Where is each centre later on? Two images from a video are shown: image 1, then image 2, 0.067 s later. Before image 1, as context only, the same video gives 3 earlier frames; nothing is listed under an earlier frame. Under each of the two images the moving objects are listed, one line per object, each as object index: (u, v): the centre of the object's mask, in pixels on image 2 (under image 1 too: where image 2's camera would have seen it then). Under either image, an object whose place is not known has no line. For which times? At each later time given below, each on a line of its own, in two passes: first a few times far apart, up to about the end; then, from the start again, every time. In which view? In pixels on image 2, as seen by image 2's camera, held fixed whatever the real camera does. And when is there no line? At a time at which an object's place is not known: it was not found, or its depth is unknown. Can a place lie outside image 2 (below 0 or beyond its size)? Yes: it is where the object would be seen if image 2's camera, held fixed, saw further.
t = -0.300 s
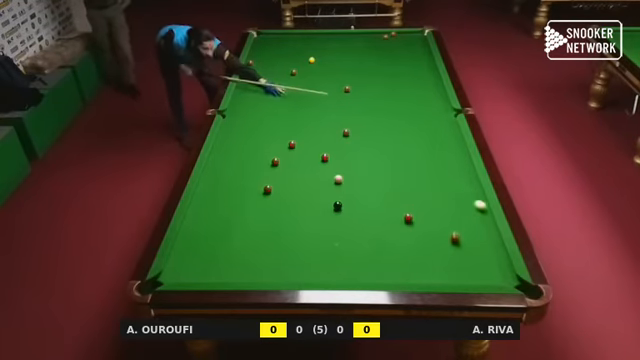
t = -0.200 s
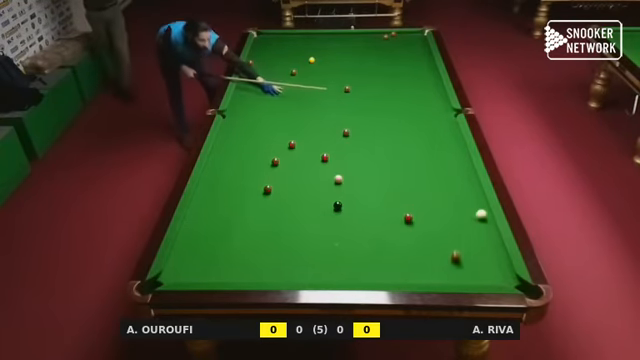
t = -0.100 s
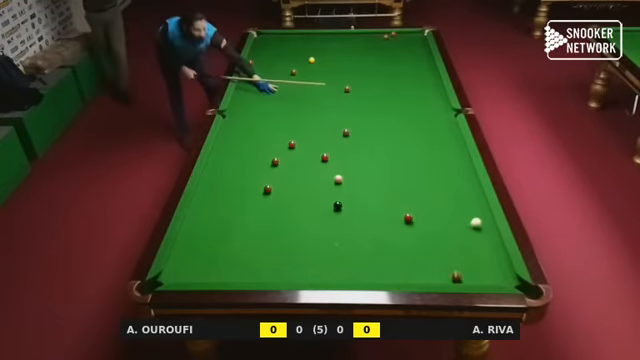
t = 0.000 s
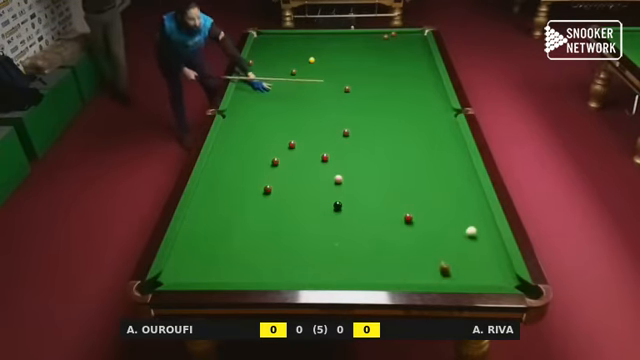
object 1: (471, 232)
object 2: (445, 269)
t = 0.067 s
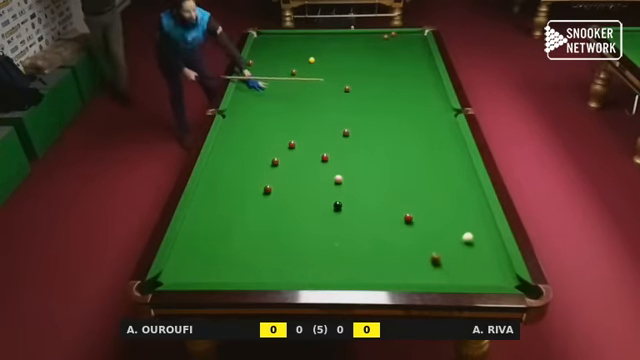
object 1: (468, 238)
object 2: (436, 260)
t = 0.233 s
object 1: (459, 254)
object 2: (415, 240)
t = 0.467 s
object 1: (447, 276)
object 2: (391, 215)
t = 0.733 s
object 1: (427, 266)
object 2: (367, 191)
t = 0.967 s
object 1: (411, 252)
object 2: (349, 173)
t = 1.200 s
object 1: (396, 239)
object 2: (332, 157)
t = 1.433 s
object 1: (382, 228)
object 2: (322, 142)
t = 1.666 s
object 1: (370, 218)
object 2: (312, 129)
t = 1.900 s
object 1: (359, 209)
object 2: (304, 117)
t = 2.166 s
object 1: (348, 199)
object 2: (295, 104)
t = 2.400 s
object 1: (339, 192)
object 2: (288, 94)
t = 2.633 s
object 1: (330, 185)
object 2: (282, 85)
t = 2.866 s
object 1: (323, 179)
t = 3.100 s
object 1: (316, 173)
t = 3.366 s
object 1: (309, 168)
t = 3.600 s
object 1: (304, 163)
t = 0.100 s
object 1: (466, 241)
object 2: (432, 256)
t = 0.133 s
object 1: (464, 244)
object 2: (427, 251)
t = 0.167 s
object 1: (463, 247)
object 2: (423, 247)
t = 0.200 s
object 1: (461, 251)
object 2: (419, 243)
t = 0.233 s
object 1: (459, 254)
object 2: (415, 240)
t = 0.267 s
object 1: (458, 257)
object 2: (412, 236)
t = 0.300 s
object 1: (456, 260)
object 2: (408, 232)
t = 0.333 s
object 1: (454, 264)
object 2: (405, 229)
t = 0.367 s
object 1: (452, 267)
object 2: (401, 225)
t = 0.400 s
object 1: (450, 270)
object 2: (398, 222)
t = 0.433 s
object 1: (449, 273)
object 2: (394, 218)
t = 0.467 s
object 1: (447, 276)
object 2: (391, 215)
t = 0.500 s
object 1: (445, 278)
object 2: (388, 212)
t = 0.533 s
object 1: (443, 277)
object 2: (385, 209)
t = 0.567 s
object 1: (440, 276)
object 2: (382, 206)
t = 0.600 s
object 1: (437, 275)
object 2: (378, 202)
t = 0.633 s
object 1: (435, 273)
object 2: (376, 199)
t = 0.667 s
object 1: (432, 270)
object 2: (373, 197)
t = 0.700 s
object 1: (429, 268)
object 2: (370, 194)
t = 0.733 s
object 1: (427, 266)
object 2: (367, 191)
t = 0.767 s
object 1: (424, 264)
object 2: (364, 188)
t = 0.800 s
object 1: (422, 262)
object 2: (361, 186)
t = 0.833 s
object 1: (420, 259)
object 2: (359, 183)
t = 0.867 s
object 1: (418, 258)
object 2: (356, 180)
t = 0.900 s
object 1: (415, 255)
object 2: (354, 178)
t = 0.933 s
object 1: (413, 254)
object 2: (351, 175)
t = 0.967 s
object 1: (411, 252)
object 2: (349, 173)
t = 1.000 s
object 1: (408, 250)
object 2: (346, 170)
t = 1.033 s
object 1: (406, 248)
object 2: (344, 168)
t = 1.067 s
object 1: (404, 246)
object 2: (341, 166)
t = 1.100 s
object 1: (402, 244)
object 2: (339, 163)
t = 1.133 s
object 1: (400, 243)
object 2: (337, 161)
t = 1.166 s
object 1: (398, 241)
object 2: (335, 159)
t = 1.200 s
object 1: (396, 239)
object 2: (332, 157)
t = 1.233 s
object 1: (394, 237)
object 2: (331, 154)
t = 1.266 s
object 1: (392, 236)
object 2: (329, 152)
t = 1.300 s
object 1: (390, 234)
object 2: (328, 150)
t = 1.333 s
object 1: (388, 232)
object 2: (326, 148)
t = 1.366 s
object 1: (386, 231)
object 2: (325, 146)
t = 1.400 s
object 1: (384, 229)
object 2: (323, 144)
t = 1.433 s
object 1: (382, 228)
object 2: (322, 142)
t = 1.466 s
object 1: (380, 226)
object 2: (320, 140)
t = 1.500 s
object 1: (379, 224)
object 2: (319, 138)
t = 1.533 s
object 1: (377, 223)
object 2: (318, 136)
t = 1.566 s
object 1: (375, 222)
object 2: (316, 134)
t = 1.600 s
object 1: (374, 220)
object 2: (315, 132)
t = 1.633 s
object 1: (372, 219)
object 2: (314, 130)
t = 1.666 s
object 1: (370, 218)
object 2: (312, 129)
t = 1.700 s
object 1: (368, 216)
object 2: (311, 127)
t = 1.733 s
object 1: (367, 215)
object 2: (310, 125)
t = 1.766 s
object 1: (365, 214)
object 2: (309, 123)
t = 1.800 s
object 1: (364, 212)
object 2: (307, 121)
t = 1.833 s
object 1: (362, 211)
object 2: (306, 120)
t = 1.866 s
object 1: (361, 210)
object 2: (305, 118)
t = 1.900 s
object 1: (359, 209)
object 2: (304, 117)
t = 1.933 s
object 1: (358, 207)
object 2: (303, 115)
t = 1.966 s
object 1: (356, 206)
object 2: (301, 113)
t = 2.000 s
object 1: (355, 205)
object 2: (300, 112)
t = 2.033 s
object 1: (353, 204)
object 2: (299, 110)
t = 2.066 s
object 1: (352, 203)
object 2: (298, 108)
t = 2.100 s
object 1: (351, 202)
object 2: (297, 107)
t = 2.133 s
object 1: (349, 200)
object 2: (296, 105)
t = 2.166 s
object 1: (348, 199)
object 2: (295, 104)
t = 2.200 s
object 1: (346, 198)
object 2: (294, 102)
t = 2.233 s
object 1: (345, 197)
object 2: (293, 101)
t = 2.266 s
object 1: (344, 196)
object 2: (292, 100)
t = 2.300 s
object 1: (343, 195)
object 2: (291, 98)
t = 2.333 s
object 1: (341, 194)
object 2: (290, 97)
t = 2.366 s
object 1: (340, 193)
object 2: (289, 96)
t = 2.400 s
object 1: (339, 192)
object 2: (288, 94)
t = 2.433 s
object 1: (337, 191)
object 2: (287, 93)
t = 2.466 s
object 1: (336, 190)
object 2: (286, 92)
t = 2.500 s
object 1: (335, 189)
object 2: (285, 91)
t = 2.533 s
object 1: (334, 188)
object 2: (285, 89)
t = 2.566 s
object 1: (332, 187)
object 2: (284, 88)
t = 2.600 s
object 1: (332, 186)
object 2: (283, 87)
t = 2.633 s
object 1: (330, 185)
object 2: (282, 85)
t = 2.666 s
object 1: (329, 184)
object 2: (281, 84)
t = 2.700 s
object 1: (328, 183)
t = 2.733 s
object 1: (327, 182)
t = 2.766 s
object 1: (326, 182)
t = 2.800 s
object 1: (325, 181)
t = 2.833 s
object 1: (324, 180)
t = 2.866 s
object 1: (323, 179)
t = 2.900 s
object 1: (322, 178)
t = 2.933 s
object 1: (321, 177)
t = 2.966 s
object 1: (320, 176)
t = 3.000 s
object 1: (319, 176)
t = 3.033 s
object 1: (318, 175)
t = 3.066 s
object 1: (317, 174)
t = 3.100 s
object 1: (316, 173)
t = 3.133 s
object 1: (315, 173)
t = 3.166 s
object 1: (314, 172)
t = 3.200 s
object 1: (314, 171)
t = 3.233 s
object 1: (313, 171)
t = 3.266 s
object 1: (312, 170)
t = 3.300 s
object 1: (311, 169)
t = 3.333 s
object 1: (310, 168)
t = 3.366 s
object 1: (309, 168)
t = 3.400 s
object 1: (308, 167)
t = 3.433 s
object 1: (307, 166)
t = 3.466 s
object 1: (307, 166)
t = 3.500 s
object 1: (306, 165)
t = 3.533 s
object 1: (305, 164)
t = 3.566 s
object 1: (304, 164)
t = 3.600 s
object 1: (304, 163)
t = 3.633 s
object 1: (303, 162)
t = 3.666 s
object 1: (302, 162)
